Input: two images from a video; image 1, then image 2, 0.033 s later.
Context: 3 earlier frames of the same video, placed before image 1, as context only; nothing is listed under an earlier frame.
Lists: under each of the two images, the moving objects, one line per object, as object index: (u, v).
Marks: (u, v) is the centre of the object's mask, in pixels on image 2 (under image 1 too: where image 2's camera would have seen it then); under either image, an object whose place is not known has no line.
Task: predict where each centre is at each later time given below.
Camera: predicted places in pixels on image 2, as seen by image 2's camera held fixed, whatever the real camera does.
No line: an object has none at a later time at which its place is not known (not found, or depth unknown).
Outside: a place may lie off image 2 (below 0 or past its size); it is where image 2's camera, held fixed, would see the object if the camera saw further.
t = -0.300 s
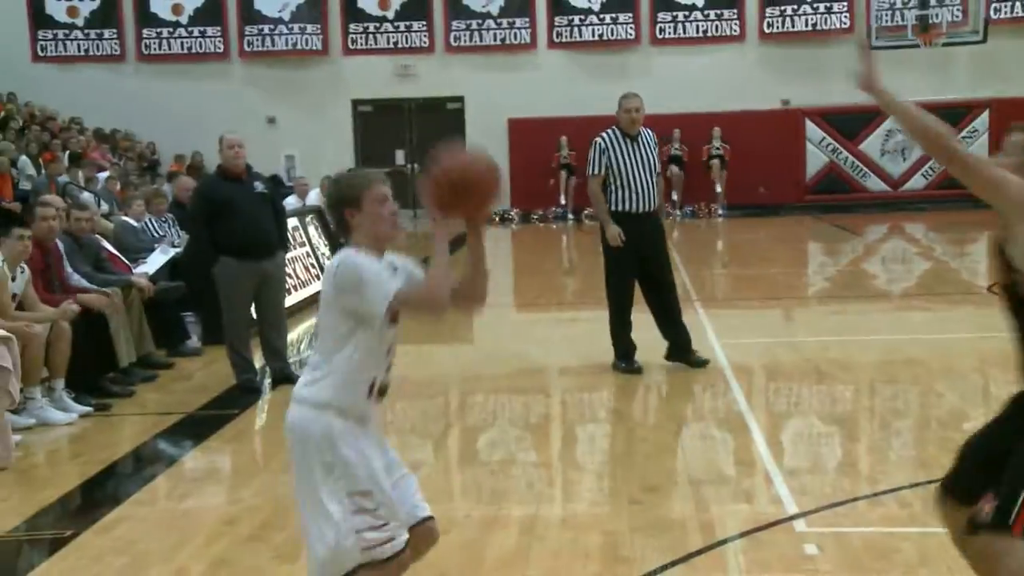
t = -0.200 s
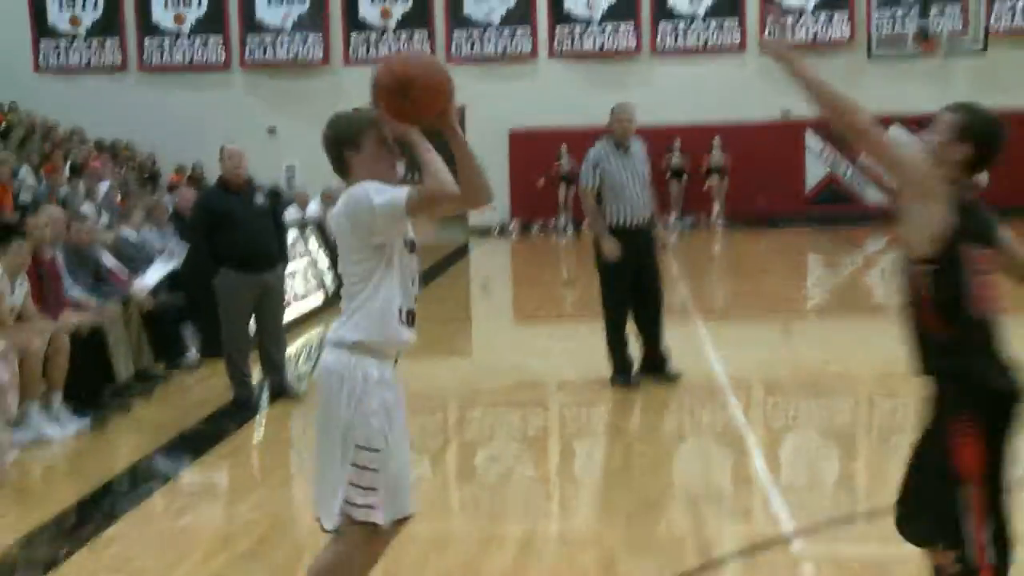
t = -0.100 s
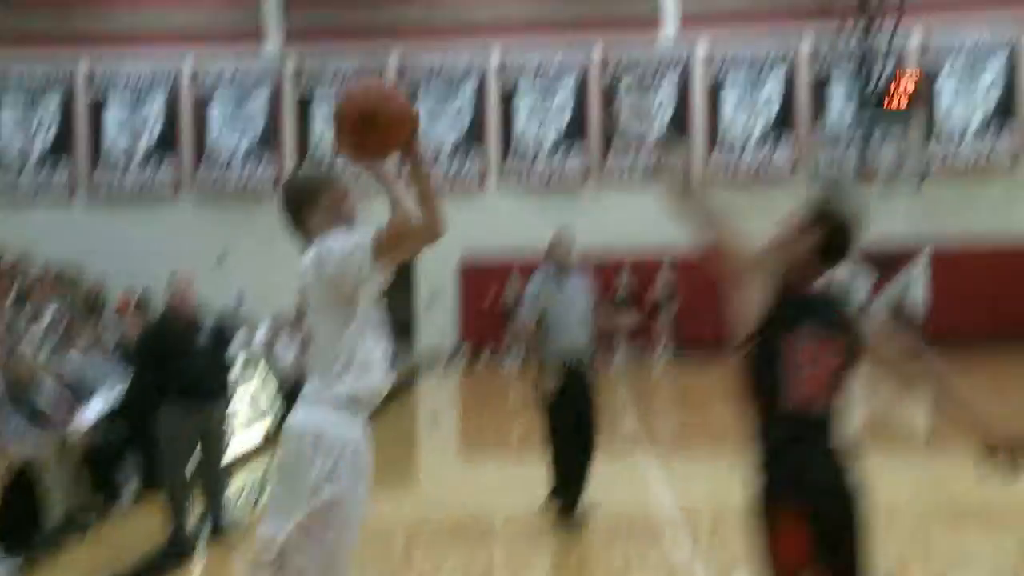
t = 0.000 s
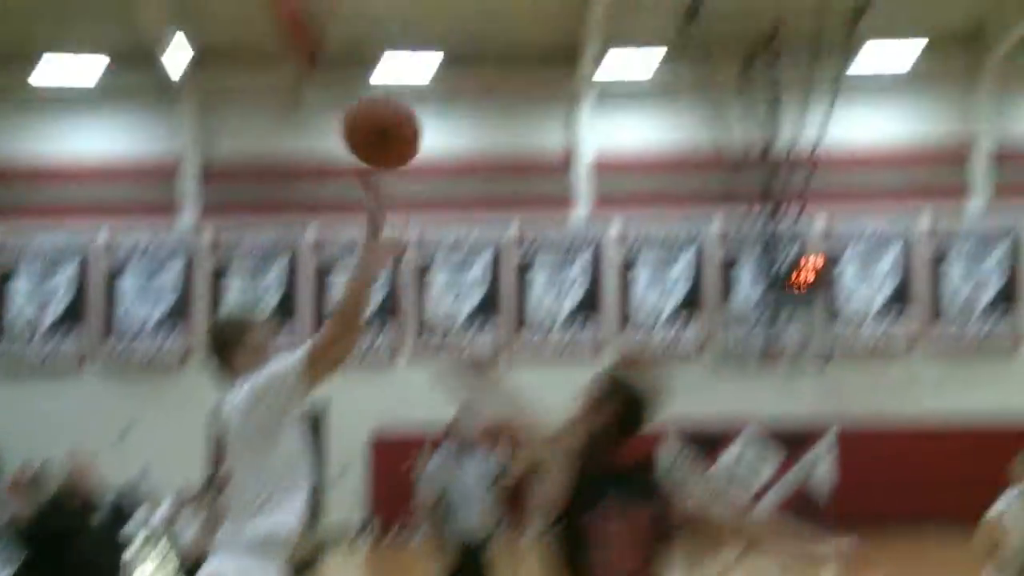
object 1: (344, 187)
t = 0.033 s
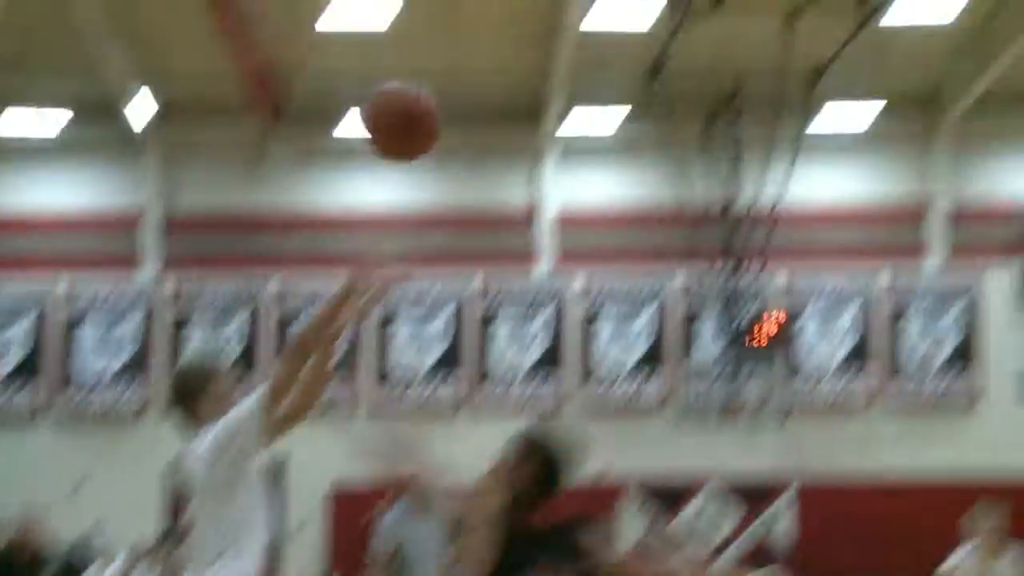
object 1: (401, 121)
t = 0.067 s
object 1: (458, 58)
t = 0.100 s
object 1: (515, -1)
